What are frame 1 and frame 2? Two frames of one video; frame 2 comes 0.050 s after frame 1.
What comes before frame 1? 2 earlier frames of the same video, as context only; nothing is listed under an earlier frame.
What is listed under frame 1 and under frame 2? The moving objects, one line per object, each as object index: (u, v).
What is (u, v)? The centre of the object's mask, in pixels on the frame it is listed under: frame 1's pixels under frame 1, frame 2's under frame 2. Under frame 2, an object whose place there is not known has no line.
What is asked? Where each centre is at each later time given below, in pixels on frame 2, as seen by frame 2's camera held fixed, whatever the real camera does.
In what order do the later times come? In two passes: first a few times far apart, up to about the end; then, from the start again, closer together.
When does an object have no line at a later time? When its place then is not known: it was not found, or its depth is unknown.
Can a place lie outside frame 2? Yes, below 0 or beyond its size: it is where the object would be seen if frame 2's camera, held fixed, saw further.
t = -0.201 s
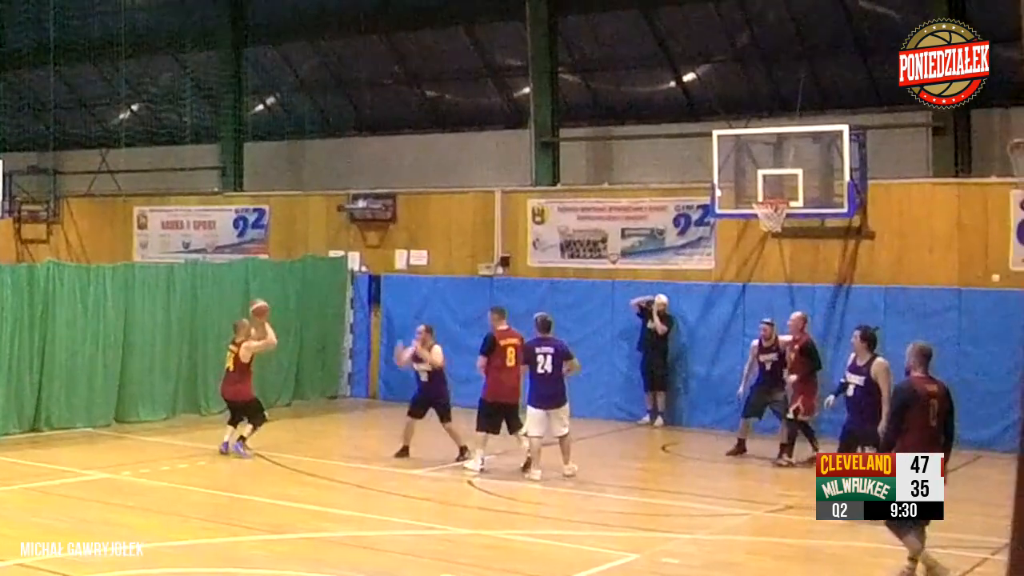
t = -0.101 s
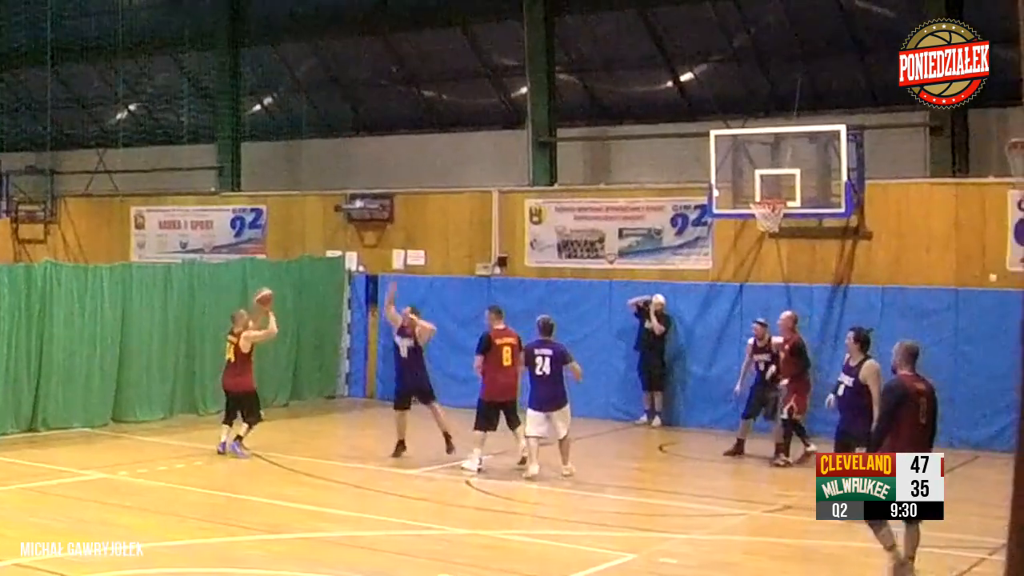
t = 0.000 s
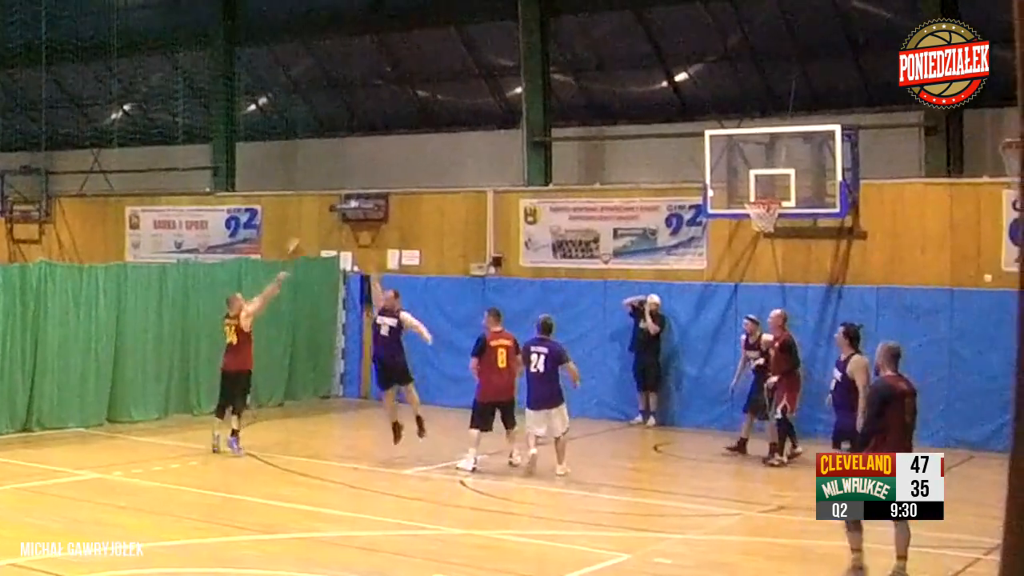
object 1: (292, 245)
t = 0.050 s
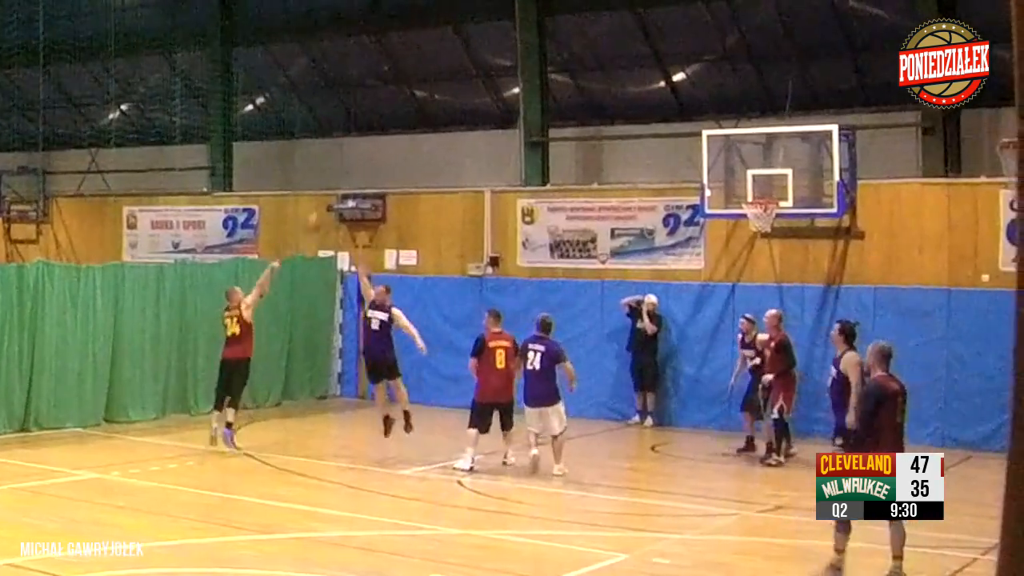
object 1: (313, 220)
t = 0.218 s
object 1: (387, 154)
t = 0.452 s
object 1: (488, 99)
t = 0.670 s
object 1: (577, 87)
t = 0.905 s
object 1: (667, 115)
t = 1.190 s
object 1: (762, 199)
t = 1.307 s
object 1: (768, 225)
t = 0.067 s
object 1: (321, 210)
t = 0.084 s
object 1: (328, 204)
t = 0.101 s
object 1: (336, 198)
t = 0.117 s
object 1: (343, 192)
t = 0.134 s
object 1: (351, 184)
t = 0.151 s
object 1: (357, 178)
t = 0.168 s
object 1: (365, 170)
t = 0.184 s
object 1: (373, 165)
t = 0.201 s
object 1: (379, 159)
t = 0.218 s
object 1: (387, 154)
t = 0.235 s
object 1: (394, 150)
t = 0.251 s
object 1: (403, 142)
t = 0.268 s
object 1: (409, 137)
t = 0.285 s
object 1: (417, 132)
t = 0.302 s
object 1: (425, 128)
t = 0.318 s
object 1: (432, 124)
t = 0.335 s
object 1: (439, 121)
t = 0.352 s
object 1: (446, 118)
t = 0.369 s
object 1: (453, 114)
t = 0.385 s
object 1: (460, 111)
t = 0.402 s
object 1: (466, 108)
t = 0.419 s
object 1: (474, 104)
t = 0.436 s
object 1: (481, 102)
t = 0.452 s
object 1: (488, 99)
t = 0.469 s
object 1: (495, 96)
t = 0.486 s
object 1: (502, 95)
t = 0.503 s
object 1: (508, 92)
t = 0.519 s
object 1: (515, 91)
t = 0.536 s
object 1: (523, 89)
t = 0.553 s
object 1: (529, 88)
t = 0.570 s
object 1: (535, 88)
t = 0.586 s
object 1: (543, 87)
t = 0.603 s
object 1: (550, 86)
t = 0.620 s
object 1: (556, 86)
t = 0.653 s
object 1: (571, 86)
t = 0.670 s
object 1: (577, 87)
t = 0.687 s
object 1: (583, 88)
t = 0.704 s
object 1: (590, 88)
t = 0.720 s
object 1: (596, 90)
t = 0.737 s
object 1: (602, 91)
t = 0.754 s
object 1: (609, 92)
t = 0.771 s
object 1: (616, 94)
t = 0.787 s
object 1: (622, 96)
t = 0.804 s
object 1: (628, 98)
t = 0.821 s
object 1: (635, 102)
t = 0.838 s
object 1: (642, 104)
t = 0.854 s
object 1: (649, 106)
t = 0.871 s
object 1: (656, 110)
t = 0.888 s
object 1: (661, 112)
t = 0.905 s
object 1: (667, 115)
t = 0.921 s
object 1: (673, 117)
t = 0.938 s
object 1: (679, 122)
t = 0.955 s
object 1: (685, 125)
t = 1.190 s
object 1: (762, 199)
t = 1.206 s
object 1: (766, 205)
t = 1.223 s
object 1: (768, 212)
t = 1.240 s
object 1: (768, 215)
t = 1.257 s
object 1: (771, 217)
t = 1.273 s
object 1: (769, 218)
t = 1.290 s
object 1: (767, 220)
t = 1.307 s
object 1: (768, 225)
